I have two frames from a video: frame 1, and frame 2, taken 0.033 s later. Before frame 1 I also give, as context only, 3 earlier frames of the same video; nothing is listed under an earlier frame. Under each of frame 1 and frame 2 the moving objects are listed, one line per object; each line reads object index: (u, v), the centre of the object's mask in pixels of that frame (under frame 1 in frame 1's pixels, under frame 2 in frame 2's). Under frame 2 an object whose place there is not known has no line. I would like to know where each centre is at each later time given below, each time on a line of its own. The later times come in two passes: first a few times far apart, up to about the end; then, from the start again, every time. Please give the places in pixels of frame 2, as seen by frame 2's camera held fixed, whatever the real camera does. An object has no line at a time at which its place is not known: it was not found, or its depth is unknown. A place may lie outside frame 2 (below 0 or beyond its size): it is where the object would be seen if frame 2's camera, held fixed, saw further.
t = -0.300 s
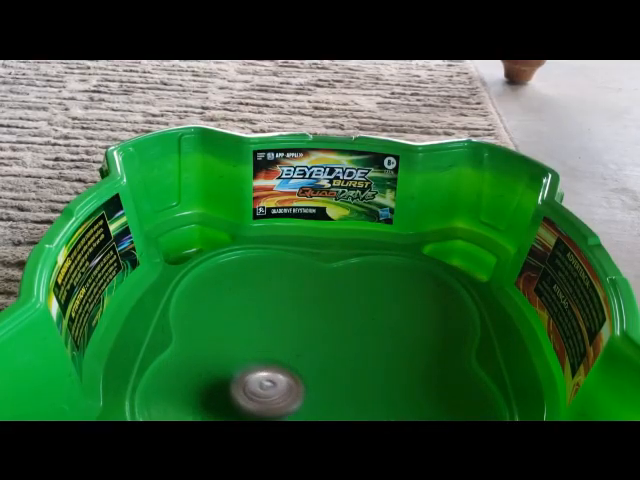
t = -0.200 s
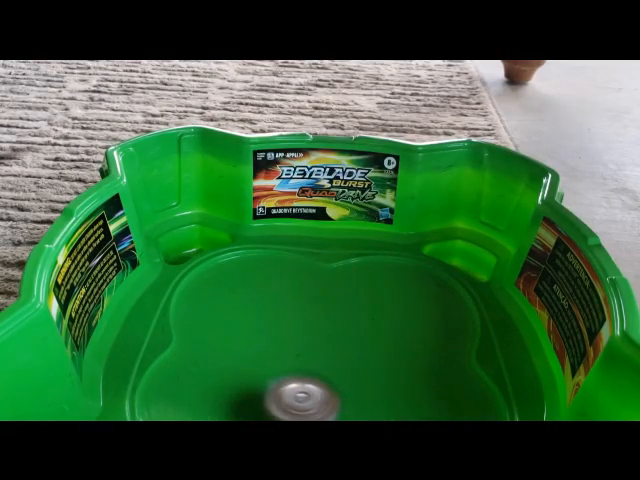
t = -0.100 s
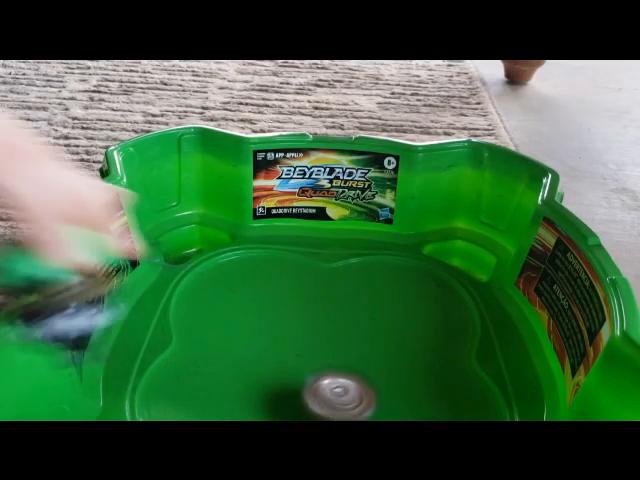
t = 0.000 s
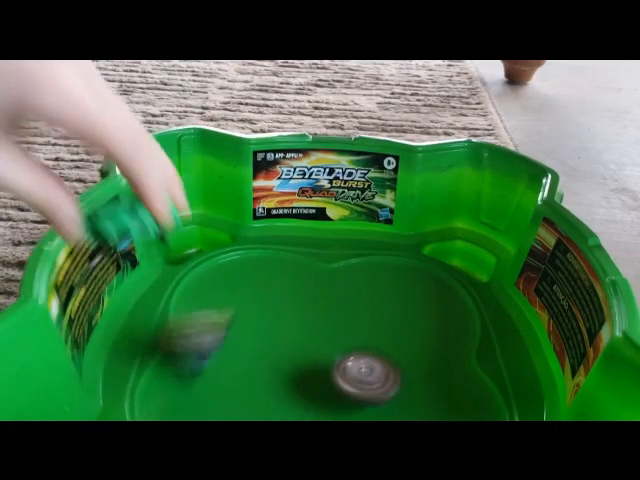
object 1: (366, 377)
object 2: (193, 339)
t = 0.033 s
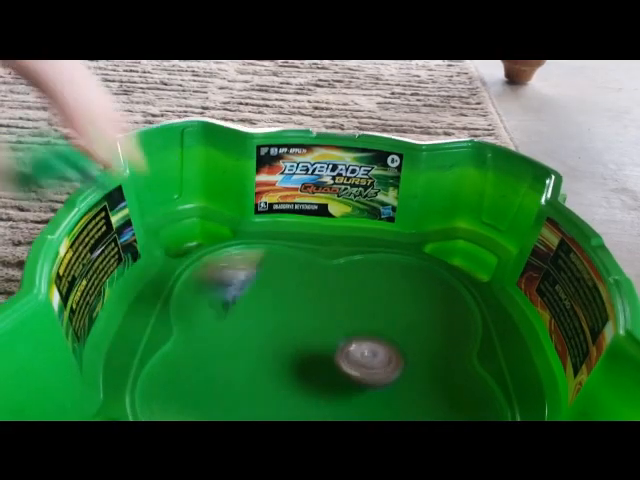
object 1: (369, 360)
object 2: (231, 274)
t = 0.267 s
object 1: (339, 313)
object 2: (377, 262)
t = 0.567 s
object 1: (266, 312)
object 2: (345, 411)
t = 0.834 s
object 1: (287, 280)
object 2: (205, 383)
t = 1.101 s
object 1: (281, 226)
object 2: (265, 274)
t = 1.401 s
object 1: (386, 239)
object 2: (274, 303)
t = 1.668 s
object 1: (411, 290)
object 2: (303, 333)
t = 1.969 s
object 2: (322, 299)
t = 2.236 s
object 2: (280, 234)
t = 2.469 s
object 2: (239, 256)
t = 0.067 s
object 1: (370, 355)
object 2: (258, 228)
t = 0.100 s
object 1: (370, 348)
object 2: (287, 194)
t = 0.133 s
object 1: (367, 341)
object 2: (313, 178)
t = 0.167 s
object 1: (361, 333)
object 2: (332, 173)
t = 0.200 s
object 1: (354, 325)
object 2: (349, 187)
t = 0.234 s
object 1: (347, 318)
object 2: (363, 222)
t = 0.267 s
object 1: (339, 313)
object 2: (377, 262)
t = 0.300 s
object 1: (330, 307)
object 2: (388, 274)
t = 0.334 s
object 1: (320, 304)
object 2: (397, 292)
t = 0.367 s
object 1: (311, 301)
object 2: (403, 324)
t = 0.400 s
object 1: (301, 301)
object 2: (408, 352)
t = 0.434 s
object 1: (293, 301)
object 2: (407, 379)
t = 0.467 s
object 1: (284, 303)
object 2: (401, 396)
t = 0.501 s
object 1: (277, 305)
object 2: (385, 408)
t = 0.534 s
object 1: (271, 308)
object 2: (362, 415)
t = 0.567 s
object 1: (266, 312)
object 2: (345, 411)
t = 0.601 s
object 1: (262, 317)
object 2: (333, 408)
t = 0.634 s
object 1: (261, 324)
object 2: (317, 404)
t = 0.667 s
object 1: (261, 329)
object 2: (298, 396)
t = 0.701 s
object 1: (263, 335)
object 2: (277, 387)
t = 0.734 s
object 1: (271, 321)
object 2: (252, 394)
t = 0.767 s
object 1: (279, 303)
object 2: (221, 405)
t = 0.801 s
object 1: (284, 290)
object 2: (196, 403)
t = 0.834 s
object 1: (287, 280)
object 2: (205, 383)
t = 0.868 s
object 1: (287, 270)
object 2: (213, 368)
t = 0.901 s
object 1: (286, 262)
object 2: (220, 362)
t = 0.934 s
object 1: (285, 255)
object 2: (230, 332)
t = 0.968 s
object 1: (284, 248)
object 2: (240, 314)
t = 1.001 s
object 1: (282, 243)
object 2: (247, 306)
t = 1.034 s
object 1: (279, 238)
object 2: (258, 283)
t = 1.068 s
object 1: (278, 235)
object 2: (264, 277)
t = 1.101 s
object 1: (281, 226)
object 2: (265, 274)
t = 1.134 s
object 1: (284, 221)
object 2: (265, 270)
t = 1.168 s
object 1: (294, 219)
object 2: (267, 273)
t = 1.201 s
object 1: (305, 224)
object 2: (268, 279)
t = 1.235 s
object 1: (322, 225)
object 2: (269, 278)
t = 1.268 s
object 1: (339, 225)
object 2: (269, 287)
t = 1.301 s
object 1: (354, 222)
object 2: (270, 283)
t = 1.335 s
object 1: (367, 228)
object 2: (270, 287)
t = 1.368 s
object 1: (377, 234)
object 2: (272, 296)
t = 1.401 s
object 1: (386, 239)
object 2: (274, 303)
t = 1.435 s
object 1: (390, 249)
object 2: (277, 299)
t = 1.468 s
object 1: (393, 255)
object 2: (278, 307)
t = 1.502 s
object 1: (395, 261)
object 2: (281, 325)
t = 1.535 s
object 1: (399, 265)
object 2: (286, 321)
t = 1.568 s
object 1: (402, 272)
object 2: (290, 323)
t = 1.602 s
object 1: (406, 278)
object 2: (294, 337)
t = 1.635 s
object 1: (409, 284)
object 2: (299, 335)
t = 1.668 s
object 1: (411, 290)
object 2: (303, 333)
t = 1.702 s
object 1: (414, 296)
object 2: (307, 342)
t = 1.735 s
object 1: (415, 303)
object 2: (311, 336)
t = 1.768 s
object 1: (417, 311)
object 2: (315, 334)
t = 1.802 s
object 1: (419, 318)
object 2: (319, 333)
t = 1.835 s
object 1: (420, 325)
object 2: (321, 328)
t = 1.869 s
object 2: (323, 322)
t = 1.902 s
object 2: (324, 313)
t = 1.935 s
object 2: (323, 306)
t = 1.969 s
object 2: (322, 299)
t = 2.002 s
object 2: (319, 290)
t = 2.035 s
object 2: (316, 280)
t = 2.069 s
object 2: (311, 275)
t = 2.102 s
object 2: (306, 267)
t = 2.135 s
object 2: (300, 259)
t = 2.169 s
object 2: (293, 249)
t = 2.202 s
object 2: (287, 243)
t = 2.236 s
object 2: (280, 234)
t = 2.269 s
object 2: (272, 236)
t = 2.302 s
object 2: (265, 241)
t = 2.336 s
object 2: (258, 246)
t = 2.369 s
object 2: (251, 250)
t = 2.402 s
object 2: (246, 253)
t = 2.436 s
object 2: (241, 255)
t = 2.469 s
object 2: (239, 256)
